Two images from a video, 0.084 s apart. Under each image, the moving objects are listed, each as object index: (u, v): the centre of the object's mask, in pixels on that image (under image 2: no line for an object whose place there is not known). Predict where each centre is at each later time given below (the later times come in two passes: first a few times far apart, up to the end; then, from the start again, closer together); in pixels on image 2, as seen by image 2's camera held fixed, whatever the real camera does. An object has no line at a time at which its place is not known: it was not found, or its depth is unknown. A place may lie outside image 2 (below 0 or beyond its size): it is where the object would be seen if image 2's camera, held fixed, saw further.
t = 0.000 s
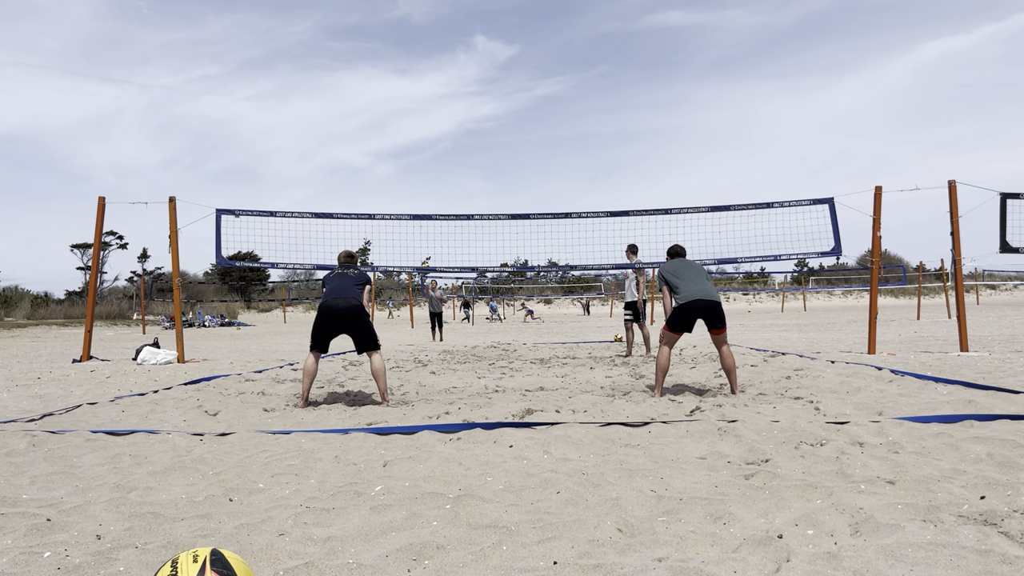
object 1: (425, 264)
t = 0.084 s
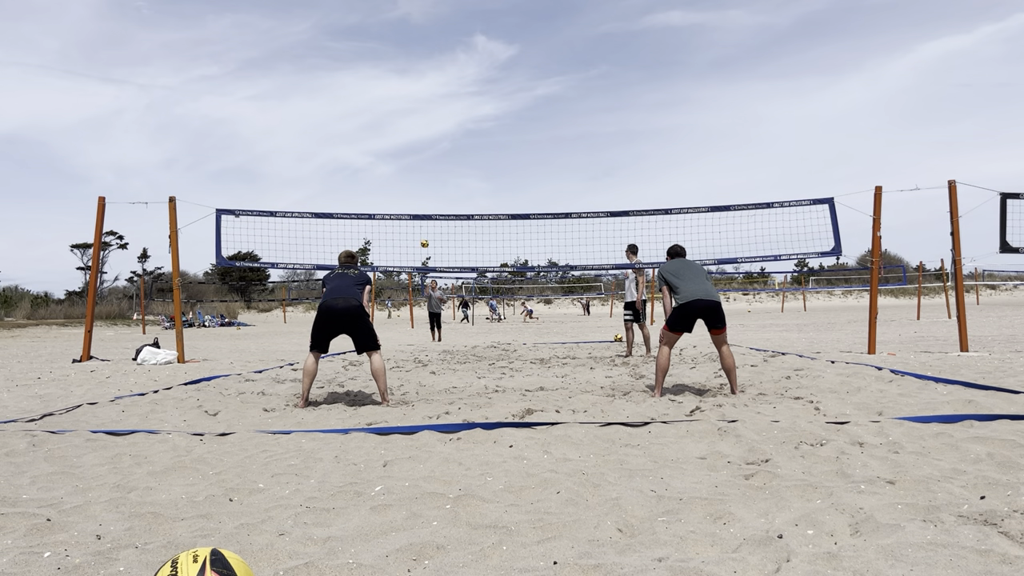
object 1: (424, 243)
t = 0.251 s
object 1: (423, 204)
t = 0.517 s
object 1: (420, 163)
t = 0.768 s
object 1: (417, 150)
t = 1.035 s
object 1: (414, 164)
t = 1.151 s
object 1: (412, 179)
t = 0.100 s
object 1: (424, 239)
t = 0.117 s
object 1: (424, 234)
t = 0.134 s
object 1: (424, 230)
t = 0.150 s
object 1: (424, 226)
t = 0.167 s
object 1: (424, 223)
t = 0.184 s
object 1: (424, 221)
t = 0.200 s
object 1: (423, 212)
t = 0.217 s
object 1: (423, 210)
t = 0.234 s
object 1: (423, 207)
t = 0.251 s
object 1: (423, 204)
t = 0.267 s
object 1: (423, 200)
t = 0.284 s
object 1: (423, 197)
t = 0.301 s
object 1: (422, 194)
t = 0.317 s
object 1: (422, 191)
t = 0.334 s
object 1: (422, 188)
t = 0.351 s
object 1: (422, 185)
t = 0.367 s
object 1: (422, 183)
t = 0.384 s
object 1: (422, 180)
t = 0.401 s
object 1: (421, 177)
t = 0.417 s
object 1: (421, 175)
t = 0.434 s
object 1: (421, 173)
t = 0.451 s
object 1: (421, 170)
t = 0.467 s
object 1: (421, 168)
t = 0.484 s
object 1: (420, 166)
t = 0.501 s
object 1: (420, 165)
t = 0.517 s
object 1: (420, 163)
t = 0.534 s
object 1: (420, 161)
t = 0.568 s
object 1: (419, 158)
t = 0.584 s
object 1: (419, 157)
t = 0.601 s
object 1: (419, 156)
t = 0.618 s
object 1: (419, 155)
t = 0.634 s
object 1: (419, 154)
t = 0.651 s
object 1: (418, 153)
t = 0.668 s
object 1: (418, 152)
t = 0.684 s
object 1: (418, 152)
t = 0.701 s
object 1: (418, 151)
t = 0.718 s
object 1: (418, 151)
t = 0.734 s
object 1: (417, 150)
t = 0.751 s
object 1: (417, 150)
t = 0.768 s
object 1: (417, 150)
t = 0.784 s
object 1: (417, 150)
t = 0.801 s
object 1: (416, 150)
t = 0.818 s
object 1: (416, 150)
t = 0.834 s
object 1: (416, 150)
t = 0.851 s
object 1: (416, 151)
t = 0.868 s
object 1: (416, 152)
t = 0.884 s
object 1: (416, 152)
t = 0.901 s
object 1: (415, 153)
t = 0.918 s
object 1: (415, 154)
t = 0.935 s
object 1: (415, 155)
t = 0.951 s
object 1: (415, 157)
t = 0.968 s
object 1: (415, 158)
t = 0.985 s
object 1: (414, 159)
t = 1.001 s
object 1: (414, 160)
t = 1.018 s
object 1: (414, 162)
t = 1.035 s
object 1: (414, 164)
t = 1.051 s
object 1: (413, 166)
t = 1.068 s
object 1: (413, 167)
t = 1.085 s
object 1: (413, 170)
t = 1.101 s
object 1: (413, 172)
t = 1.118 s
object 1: (413, 174)
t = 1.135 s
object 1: (413, 176)
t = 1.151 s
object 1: (412, 179)
